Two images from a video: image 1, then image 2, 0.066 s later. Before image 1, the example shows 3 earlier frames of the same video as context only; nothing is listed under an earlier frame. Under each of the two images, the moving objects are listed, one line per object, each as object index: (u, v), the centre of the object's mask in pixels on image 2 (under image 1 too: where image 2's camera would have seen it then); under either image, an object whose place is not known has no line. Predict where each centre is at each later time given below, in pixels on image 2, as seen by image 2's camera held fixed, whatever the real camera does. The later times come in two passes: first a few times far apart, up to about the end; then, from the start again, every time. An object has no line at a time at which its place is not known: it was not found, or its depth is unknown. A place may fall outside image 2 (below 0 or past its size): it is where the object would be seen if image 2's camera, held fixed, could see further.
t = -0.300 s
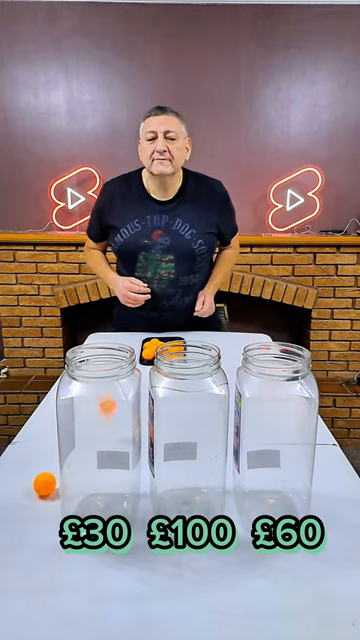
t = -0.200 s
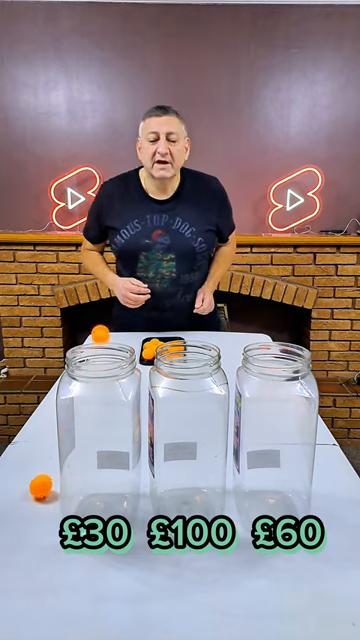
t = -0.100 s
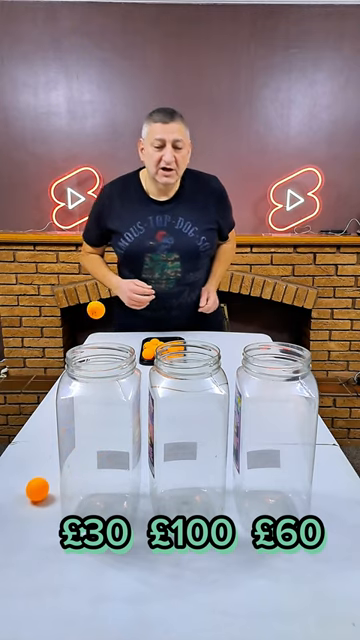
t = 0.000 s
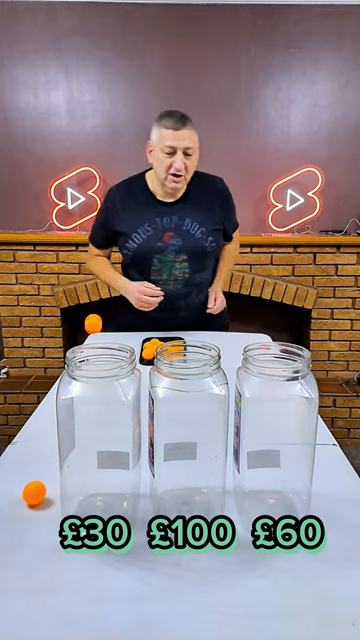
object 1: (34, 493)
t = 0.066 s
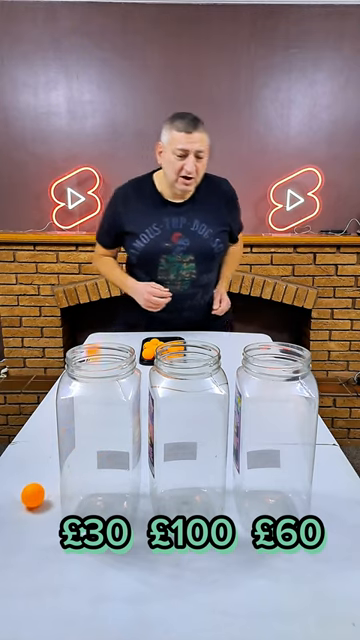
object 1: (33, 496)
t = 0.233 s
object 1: (31, 503)
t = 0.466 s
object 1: (32, 514)
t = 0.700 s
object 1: (38, 526)
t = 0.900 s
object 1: (47, 540)
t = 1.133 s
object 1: (61, 560)
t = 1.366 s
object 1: (82, 576)
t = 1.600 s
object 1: (107, 596)
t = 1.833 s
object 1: (138, 615)
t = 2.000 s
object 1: (161, 624)
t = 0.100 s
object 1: (32, 497)
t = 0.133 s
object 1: (32, 498)
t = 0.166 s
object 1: (31, 500)
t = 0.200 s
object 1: (31, 501)
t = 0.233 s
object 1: (31, 503)
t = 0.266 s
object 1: (31, 504)
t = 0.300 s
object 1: (31, 505)
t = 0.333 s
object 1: (31, 507)
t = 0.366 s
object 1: (31, 509)
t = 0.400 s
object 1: (31, 510)
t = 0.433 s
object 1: (32, 512)
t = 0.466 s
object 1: (32, 514)
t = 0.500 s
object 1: (33, 515)
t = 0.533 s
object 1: (34, 517)
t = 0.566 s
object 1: (34, 519)
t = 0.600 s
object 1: (35, 521)
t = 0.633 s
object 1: (36, 523)
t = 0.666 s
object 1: (37, 524)
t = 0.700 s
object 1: (38, 526)
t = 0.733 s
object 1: (40, 529)
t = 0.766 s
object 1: (41, 531)
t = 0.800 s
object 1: (42, 533)
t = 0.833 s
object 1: (44, 536)
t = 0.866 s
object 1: (46, 538)
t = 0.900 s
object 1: (47, 540)
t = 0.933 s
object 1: (49, 542)
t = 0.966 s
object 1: (50, 546)
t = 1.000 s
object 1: (52, 549)
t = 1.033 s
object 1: (54, 551)
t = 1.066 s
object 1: (56, 554)
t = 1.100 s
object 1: (58, 557)
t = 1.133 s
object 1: (61, 560)
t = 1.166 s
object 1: (64, 562)
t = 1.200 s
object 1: (66, 564)
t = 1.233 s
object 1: (69, 566)
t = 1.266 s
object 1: (72, 568)
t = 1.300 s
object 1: (75, 571)
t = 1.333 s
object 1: (78, 574)
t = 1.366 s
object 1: (82, 576)
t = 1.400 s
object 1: (85, 579)
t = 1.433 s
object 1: (88, 582)
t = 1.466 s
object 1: (92, 584)
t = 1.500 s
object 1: (95, 588)
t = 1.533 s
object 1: (99, 591)
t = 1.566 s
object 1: (103, 593)
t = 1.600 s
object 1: (107, 596)
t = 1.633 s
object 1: (111, 600)
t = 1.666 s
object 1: (115, 602)
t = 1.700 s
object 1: (120, 605)
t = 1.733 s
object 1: (124, 607)
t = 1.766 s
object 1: (128, 609)
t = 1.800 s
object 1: (133, 612)
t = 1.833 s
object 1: (138, 615)
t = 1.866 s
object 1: (142, 617)
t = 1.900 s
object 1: (147, 620)
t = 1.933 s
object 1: (153, 622)
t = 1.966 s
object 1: (157, 623)
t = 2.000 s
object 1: (161, 624)
